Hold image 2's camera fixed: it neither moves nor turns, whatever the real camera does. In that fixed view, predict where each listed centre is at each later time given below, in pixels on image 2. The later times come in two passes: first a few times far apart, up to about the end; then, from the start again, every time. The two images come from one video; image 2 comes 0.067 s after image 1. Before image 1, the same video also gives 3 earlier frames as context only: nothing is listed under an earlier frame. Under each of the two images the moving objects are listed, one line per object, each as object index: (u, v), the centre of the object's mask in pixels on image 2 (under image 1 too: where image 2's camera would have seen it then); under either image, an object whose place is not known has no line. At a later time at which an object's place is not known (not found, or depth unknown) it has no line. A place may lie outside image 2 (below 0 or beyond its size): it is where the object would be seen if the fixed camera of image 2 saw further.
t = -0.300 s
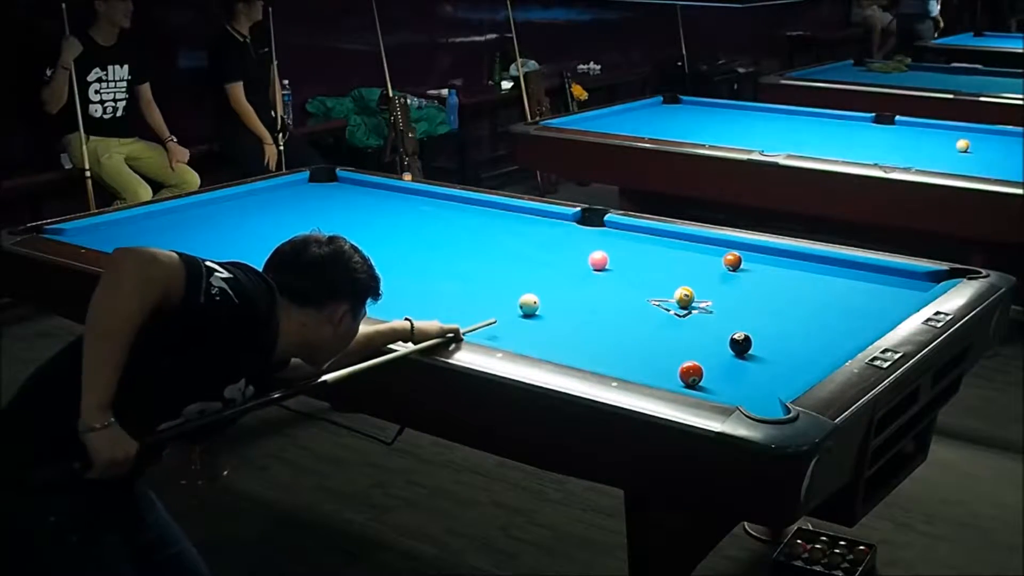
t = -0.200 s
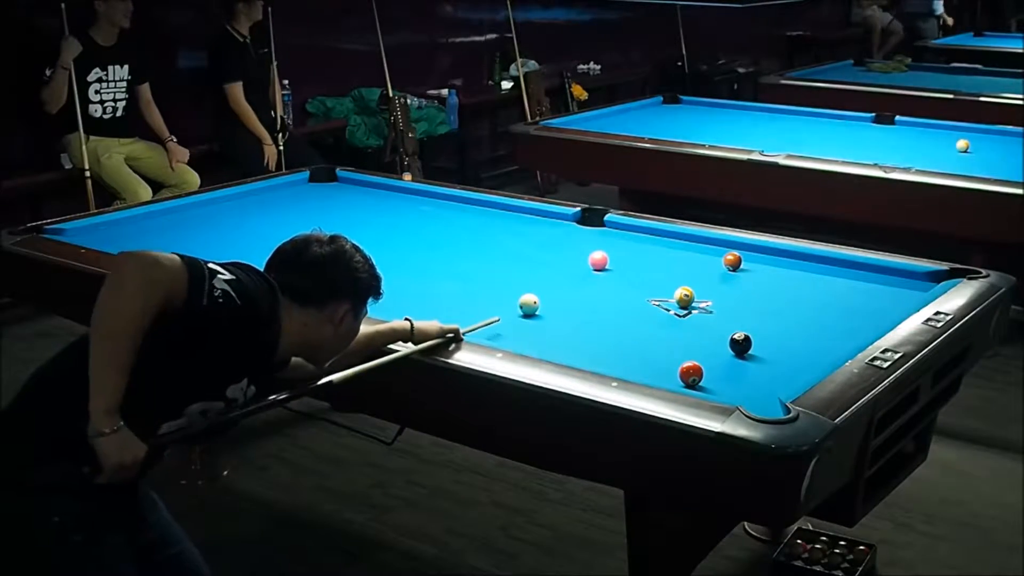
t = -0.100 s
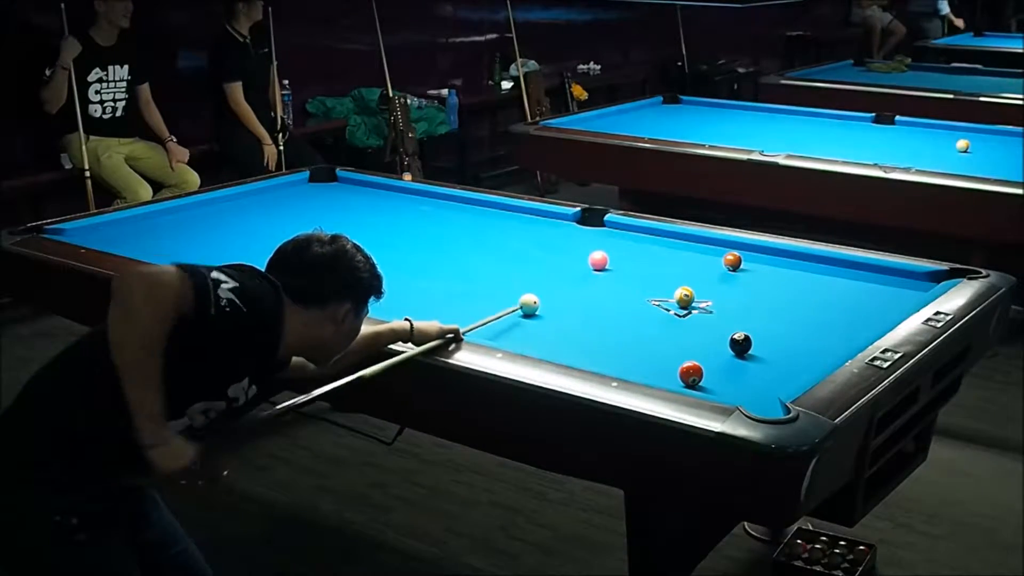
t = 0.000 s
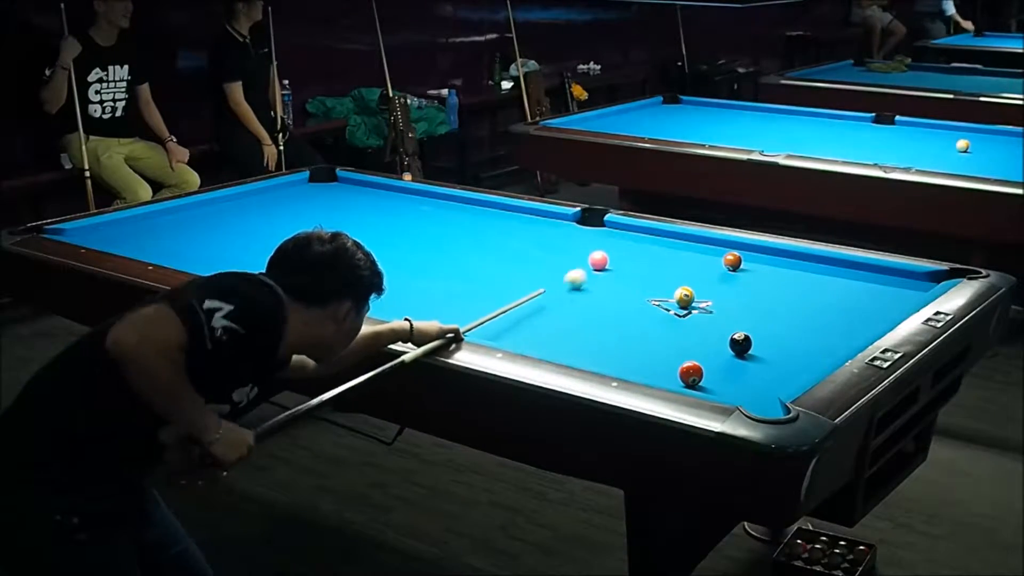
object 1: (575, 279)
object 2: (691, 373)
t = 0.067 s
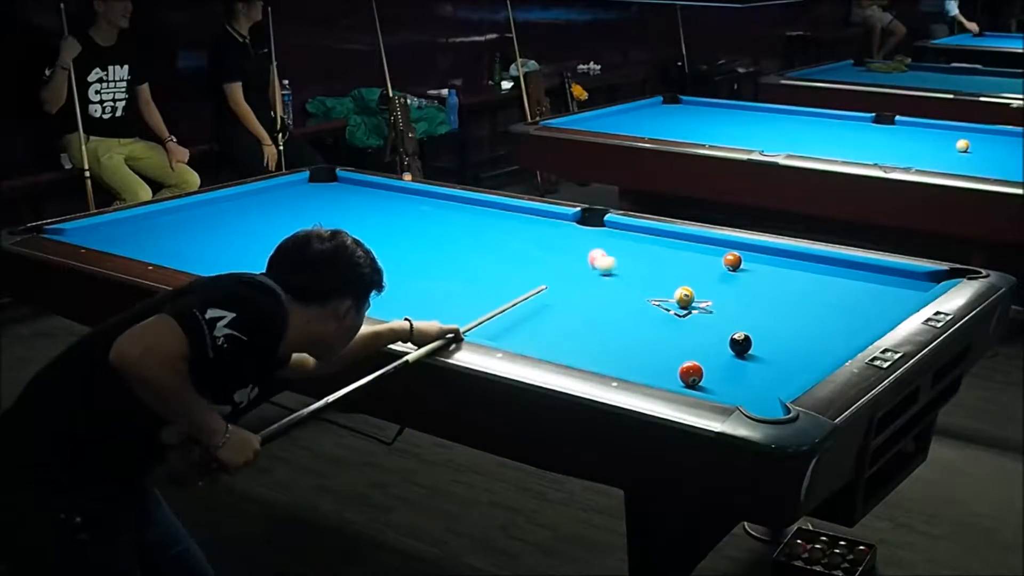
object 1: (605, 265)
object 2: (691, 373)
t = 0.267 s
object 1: (692, 259)
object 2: (691, 373)
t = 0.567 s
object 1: (774, 256)
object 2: (691, 373)
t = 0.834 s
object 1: (783, 271)
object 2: (691, 373)
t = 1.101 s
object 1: (794, 287)
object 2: (691, 373)
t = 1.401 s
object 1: (807, 305)
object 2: (691, 374)
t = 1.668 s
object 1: (818, 321)
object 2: (691, 374)
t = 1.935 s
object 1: (830, 338)
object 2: (691, 374)
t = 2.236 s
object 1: (822, 351)
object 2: (691, 374)
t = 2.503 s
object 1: (795, 356)
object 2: (691, 374)
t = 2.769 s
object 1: (770, 361)
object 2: (691, 374)
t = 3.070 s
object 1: (744, 367)
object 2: (691, 374)
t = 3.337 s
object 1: (722, 372)
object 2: (691, 373)
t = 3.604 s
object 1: (714, 376)
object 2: (681, 374)
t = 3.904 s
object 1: (712, 378)
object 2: (669, 374)
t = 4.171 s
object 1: (710, 379)
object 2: (661, 374)
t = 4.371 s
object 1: (709, 380)
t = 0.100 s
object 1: (620, 264)
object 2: (691, 373)
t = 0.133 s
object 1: (636, 263)
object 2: (691, 373)
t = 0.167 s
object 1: (651, 262)
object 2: (691, 373)
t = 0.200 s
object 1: (665, 261)
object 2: (691, 373)
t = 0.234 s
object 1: (679, 260)
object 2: (691, 373)
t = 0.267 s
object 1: (692, 259)
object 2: (691, 373)
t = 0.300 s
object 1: (705, 258)
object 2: (691, 373)
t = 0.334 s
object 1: (717, 256)
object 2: (691, 373)
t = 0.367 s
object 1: (729, 252)
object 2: (691, 373)
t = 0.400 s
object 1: (744, 252)
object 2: (691, 373)
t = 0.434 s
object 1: (755, 252)
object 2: (691, 373)
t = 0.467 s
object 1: (767, 252)
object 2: (691, 373)
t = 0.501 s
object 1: (775, 252)
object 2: (691, 373)
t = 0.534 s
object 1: (774, 254)
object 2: (691, 373)
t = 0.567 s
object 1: (774, 256)
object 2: (691, 373)
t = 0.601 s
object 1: (775, 258)
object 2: (691, 373)
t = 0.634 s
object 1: (775, 260)
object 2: (691, 373)
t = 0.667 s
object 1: (777, 262)
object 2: (691, 373)
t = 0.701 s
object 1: (778, 264)
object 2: (691, 373)
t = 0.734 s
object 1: (779, 266)
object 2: (691, 374)
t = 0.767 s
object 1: (780, 268)
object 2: (691, 373)
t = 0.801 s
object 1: (782, 270)
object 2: (691, 373)
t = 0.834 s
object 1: (783, 271)
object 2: (691, 373)
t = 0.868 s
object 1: (784, 273)
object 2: (691, 373)
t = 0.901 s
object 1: (786, 275)
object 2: (691, 373)
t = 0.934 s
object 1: (787, 277)
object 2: (691, 373)
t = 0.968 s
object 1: (788, 279)
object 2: (691, 374)
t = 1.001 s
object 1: (790, 281)
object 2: (691, 373)
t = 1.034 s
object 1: (791, 283)
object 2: (691, 374)
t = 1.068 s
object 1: (793, 285)
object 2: (691, 374)
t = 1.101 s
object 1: (794, 287)
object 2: (691, 373)
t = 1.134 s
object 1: (795, 289)
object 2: (691, 374)
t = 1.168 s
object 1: (797, 291)
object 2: (691, 373)
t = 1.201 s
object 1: (798, 292)
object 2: (691, 374)
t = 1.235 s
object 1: (800, 294)
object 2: (691, 373)
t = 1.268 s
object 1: (801, 296)
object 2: (691, 373)
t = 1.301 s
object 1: (803, 299)
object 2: (691, 373)
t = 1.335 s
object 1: (804, 300)
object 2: (691, 373)
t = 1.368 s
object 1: (805, 302)
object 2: (691, 374)
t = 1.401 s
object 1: (807, 305)
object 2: (691, 374)
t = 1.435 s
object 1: (808, 306)
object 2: (691, 373)
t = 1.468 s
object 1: (810, 308)
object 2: (691, 373)
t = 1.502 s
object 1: (811, 310)
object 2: (691, 373)
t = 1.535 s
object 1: (813, 312)
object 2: (691, 373)
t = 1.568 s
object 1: (814, 315)
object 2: (691, 374)
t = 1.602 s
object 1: (815, 317)
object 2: (691, 373)
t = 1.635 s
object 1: (817, 319)
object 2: (691, 374)
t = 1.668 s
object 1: (818, 321)
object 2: (691, 374)
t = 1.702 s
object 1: (820, 323)
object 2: (691, 374)
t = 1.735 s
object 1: (821, 325)
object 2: (691, 374)
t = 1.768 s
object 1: (823, 327)
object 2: (691, 374)
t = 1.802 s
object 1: (824, 329)
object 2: (691, 374)
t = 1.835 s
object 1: (826, 331)
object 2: (691, 374)
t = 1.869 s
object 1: (828, 333)
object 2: (691, 374)
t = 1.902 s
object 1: (829, 335)
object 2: (691, 374)
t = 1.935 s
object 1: (830, 338)
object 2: (691, 374)
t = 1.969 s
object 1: (832, 340)
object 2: (691, 374)
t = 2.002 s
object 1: (834, 342)
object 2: (691, 374)
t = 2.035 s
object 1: (835, 344)
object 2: (691, 374)
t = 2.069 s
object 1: (836, 345)
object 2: (691, 374)
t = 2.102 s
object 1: (835, 346)
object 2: (691, 374)
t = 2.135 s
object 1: (831, 347)
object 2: (691, 374)
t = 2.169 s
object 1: (828, 348)
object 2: (691, 374)
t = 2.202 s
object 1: (825, 350)
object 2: (691, 374)
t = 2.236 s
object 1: (822, 351)
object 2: (691, 374)
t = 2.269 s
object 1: (819, 352)
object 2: (691, 374)
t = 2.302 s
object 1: (815, 353)
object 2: (691, 374)
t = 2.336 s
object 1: (812, 353)
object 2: (691, 374)
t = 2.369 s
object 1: (809, 354)
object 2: (691, 374)
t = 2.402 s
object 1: (805, 354)
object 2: (691, 374)
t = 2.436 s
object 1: (802, 355)
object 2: (691, 374)
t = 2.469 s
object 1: (799, 356)
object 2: (691, 374)
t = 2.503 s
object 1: (795, 356)
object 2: (691, 374)
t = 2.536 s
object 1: (792, 357)
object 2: (691, 374)
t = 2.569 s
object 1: (789, 358)
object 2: (691, 374)
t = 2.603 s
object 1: (786, 358)
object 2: (691, 374)
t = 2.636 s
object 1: (782, 359)
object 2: (691, 374)
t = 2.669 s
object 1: (779, 359)
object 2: (691, 374)
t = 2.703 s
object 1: (776, 360)
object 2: (691, 374)
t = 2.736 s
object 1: (773, 361)
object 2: (691, 374)
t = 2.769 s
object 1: (770, 361)
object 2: (691, 374)
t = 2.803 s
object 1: (767, 362)
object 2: (691, 374)
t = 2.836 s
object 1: (764, 363)
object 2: (691, 374)
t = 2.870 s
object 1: (761, 363)
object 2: (691, 374)
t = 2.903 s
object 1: (758, 364)
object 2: (691, 374)
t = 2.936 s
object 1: (755, 364)
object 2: (691, 374)
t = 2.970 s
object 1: (752, 366)
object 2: (691, 374)
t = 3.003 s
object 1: (749, 366)
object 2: (691, 374)
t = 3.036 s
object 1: (746, 367)
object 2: (691, 374)
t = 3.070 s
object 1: (744, 367)
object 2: (691, 374)
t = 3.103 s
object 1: (741, 368)
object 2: (691, 374)
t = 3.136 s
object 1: (738, 369)
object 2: (691, 374)
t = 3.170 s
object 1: (735, 369)
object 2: (691, 374)
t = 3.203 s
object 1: (733, 370)
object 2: (691, 374)
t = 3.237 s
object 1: (730, 370)
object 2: (691, 374)
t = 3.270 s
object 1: (727, 371)
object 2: (691, 374)
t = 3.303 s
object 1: (724, 372)
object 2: (691, 374)
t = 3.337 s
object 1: (722, 372)
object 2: (691, 373)
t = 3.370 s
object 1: (719, 373)
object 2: (691, 373)
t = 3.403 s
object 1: (717, 373)
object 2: (691, 374)
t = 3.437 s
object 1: (716, 374)
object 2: (689, 374)
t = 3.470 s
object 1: (715, 374)
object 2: (688, 373)
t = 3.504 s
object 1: (715, 374)
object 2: (686, 374)
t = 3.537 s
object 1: (715, 375)
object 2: (684, 374)
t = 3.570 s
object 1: (714, 375)
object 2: (683, 374)
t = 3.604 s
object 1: (714, 376)
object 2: (681, 374)
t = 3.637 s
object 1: (714, 376)
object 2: (679, 374)
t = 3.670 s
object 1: (713, 376)
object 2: (678, 374)
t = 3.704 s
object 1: (713, 376)
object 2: (676, 374)
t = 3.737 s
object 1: (713, 377)
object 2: (675, 374)
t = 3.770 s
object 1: (713, 377)
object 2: (674, 374)
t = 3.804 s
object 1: (712, 377)
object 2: (672, 374)
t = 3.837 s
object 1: (712, 378)
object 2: (671, 374)
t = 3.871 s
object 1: (712, 378)
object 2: (670, 374)
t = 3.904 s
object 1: (712, 378)
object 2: (669, 374)
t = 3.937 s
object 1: (711, 378)
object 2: (668, 374)
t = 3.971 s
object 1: (711, 378)
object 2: (666, 374)
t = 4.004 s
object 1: (711, 378)
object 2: (665, 374)
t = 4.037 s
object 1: (710, 379)
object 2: (664, 374)
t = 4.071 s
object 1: (710, 379)
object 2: (663, 374)
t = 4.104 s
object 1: (710, 379)
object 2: (662, 374)
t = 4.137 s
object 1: (710, 379)
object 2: (662, 374)
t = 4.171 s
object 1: (710, 379)
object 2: (661, 374)
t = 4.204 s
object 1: (709, 379)
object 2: (660, 374)
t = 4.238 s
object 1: (709, 379)
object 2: (659, 374)
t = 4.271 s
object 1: (709, 379)
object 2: (658, 373)
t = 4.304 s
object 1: (709, 379)
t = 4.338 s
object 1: (709, 380)
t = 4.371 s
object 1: (709, 380)
